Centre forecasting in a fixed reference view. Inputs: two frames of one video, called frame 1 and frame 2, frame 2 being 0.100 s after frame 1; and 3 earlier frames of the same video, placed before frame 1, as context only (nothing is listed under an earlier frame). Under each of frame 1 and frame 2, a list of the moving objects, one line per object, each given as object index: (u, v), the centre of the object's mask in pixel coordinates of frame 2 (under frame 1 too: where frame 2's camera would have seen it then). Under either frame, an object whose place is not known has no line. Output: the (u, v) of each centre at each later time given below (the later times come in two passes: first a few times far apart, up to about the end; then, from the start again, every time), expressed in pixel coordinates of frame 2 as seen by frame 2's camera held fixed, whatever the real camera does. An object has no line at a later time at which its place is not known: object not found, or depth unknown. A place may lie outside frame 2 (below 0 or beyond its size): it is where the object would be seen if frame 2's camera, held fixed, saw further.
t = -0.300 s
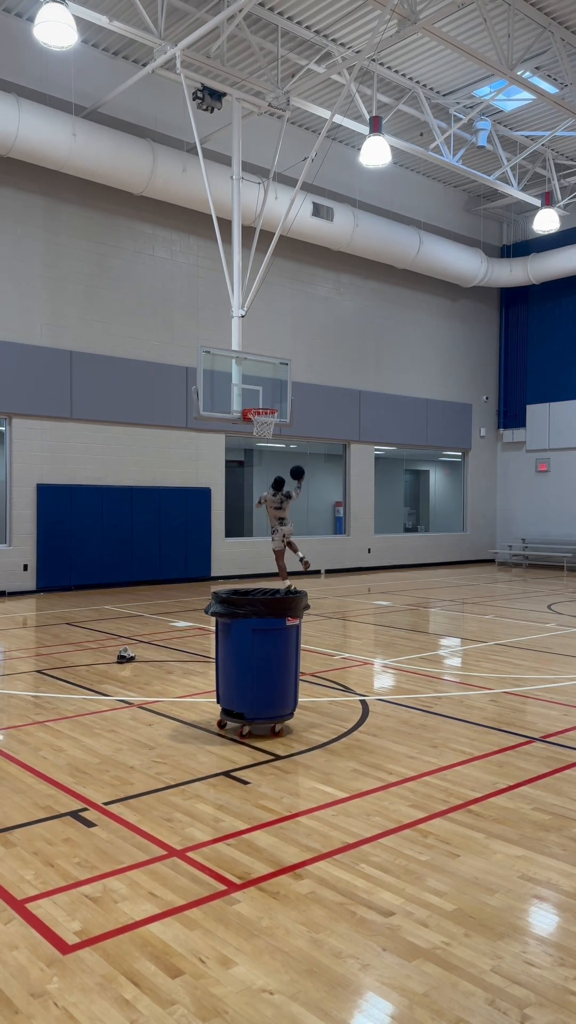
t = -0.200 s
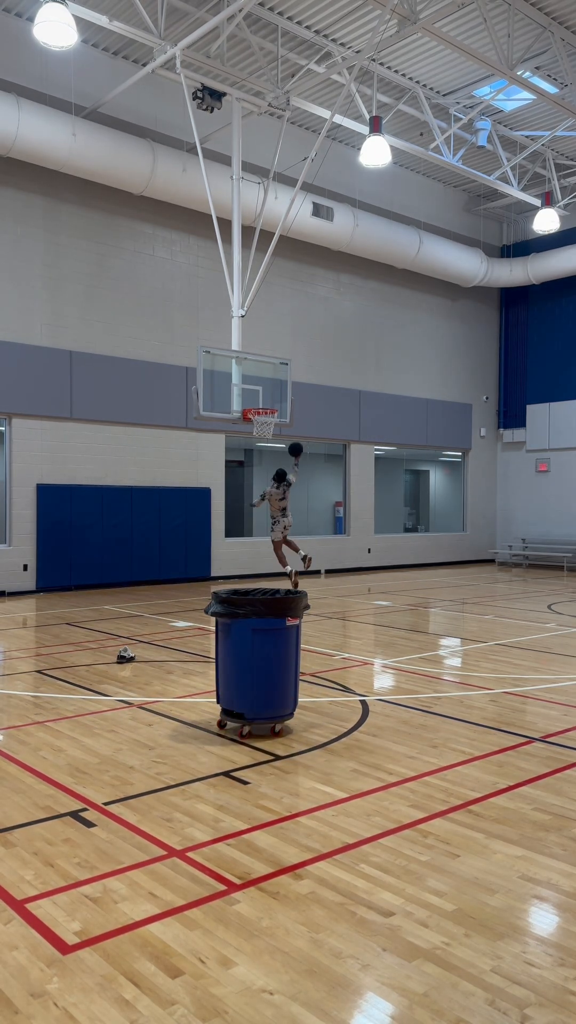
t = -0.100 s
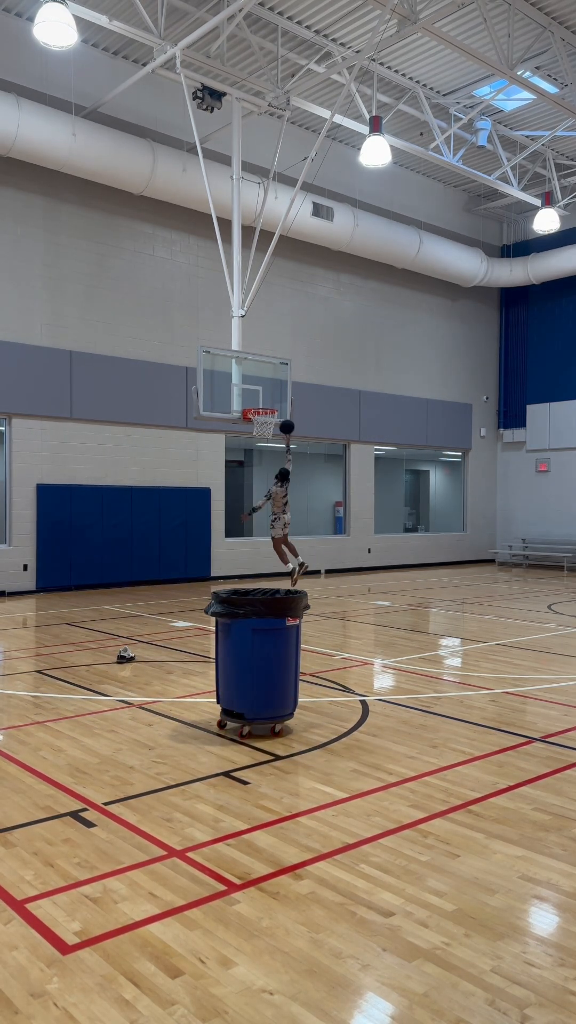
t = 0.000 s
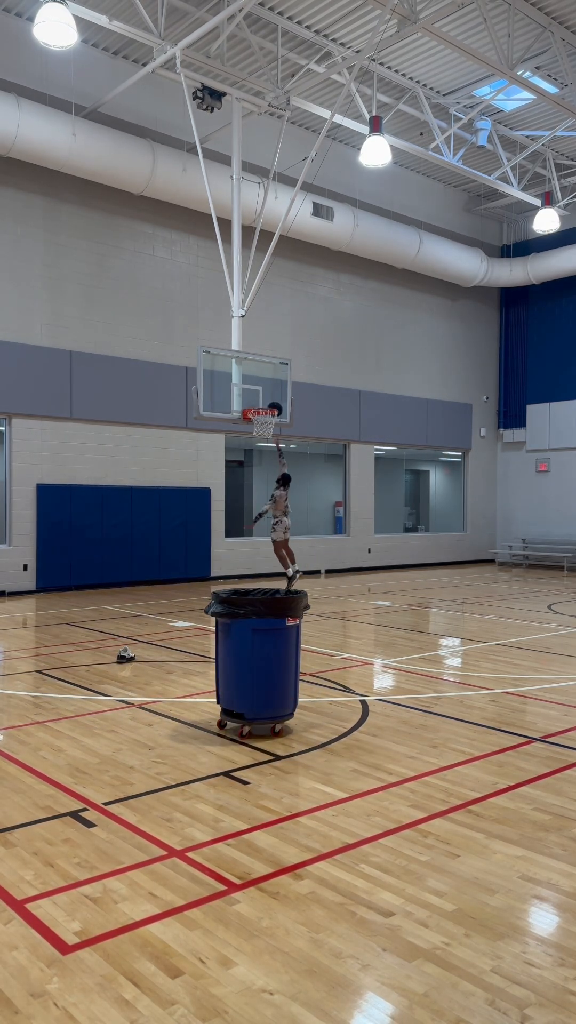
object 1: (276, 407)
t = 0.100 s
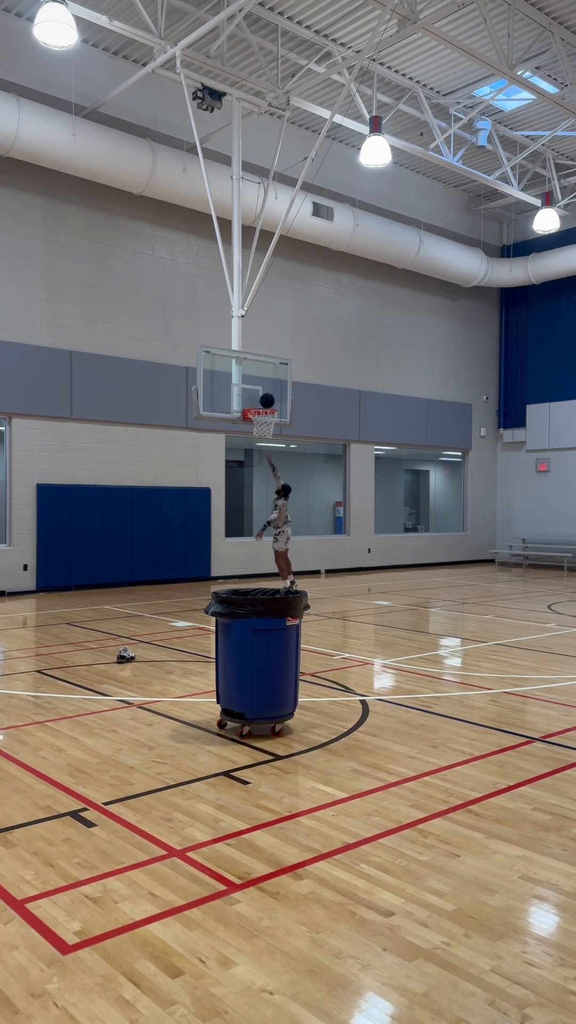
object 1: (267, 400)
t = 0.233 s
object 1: (263, 399)
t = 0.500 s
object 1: (268, 401)
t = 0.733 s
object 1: (265, 413)
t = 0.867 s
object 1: (260, 424)
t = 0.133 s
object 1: (264, 399)
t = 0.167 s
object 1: (262, 399)
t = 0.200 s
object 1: (263, 399)
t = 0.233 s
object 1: (263, 399)
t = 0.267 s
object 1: (264, 400)
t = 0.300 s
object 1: (265, 401)
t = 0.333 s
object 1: (265, 403)
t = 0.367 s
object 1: (266, 401)
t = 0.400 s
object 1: (266, 401)
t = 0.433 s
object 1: (267, 400)
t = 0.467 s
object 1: (267, 400)
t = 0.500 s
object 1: (268, 401)
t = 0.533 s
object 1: (269, 402)
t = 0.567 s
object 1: (270, 403)
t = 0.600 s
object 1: (270, 404)
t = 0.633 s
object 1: (269, 404)
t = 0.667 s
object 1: (267, 408)
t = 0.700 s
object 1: (266, 410)
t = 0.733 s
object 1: (265, 413)
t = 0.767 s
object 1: (264, 416)
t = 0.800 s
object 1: (262, 420)
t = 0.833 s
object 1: (261, 423)
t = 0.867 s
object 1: (260, 424)
